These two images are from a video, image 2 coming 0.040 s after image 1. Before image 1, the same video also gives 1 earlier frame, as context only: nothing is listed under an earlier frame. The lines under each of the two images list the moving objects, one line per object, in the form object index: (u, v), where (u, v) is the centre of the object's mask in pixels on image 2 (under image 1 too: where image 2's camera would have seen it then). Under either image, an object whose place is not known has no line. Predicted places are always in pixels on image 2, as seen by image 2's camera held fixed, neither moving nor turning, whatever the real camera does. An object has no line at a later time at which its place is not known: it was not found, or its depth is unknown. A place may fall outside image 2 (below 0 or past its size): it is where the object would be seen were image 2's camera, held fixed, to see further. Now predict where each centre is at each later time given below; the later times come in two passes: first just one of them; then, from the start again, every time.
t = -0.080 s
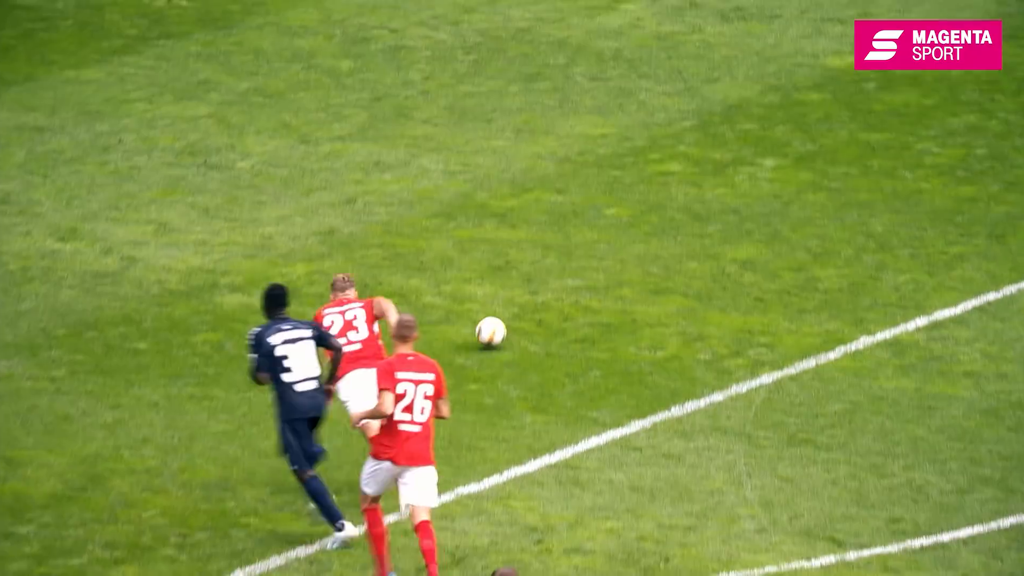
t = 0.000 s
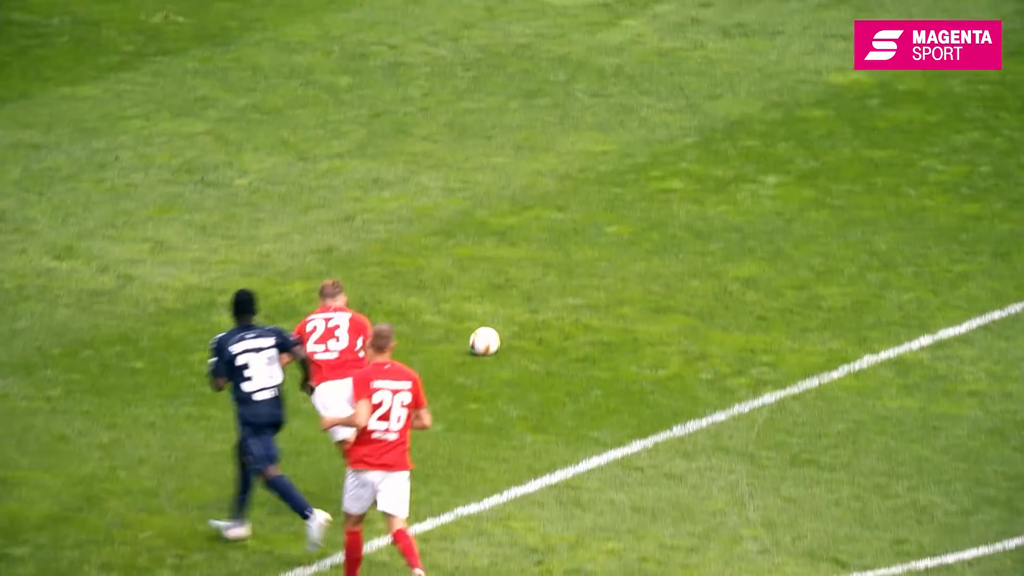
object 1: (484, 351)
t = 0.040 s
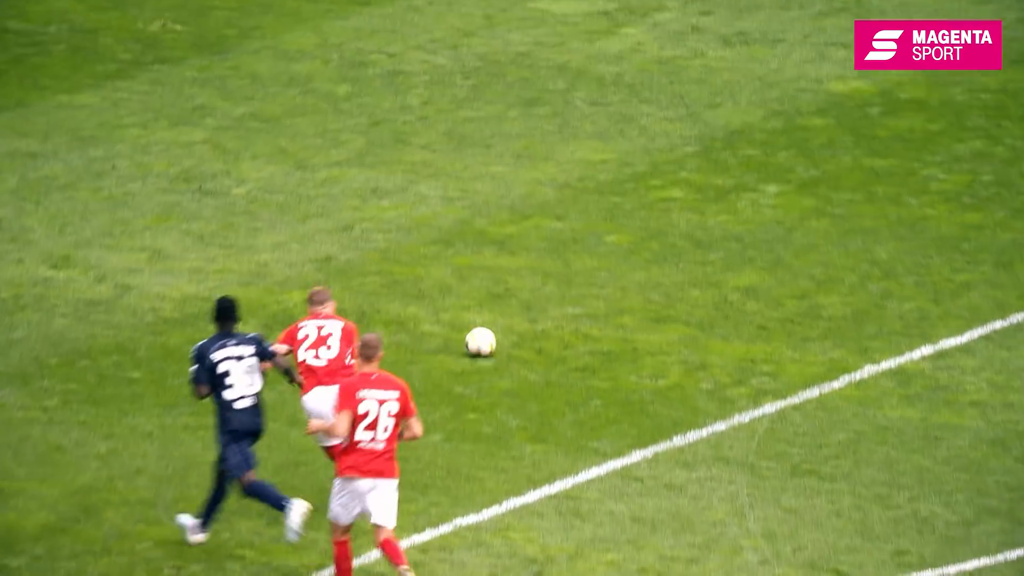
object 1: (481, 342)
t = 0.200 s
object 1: (469, 315)
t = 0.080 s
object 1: (478, 332)
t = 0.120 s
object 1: (475, 325)
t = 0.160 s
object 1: (472, 321)
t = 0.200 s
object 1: (469, 315)
